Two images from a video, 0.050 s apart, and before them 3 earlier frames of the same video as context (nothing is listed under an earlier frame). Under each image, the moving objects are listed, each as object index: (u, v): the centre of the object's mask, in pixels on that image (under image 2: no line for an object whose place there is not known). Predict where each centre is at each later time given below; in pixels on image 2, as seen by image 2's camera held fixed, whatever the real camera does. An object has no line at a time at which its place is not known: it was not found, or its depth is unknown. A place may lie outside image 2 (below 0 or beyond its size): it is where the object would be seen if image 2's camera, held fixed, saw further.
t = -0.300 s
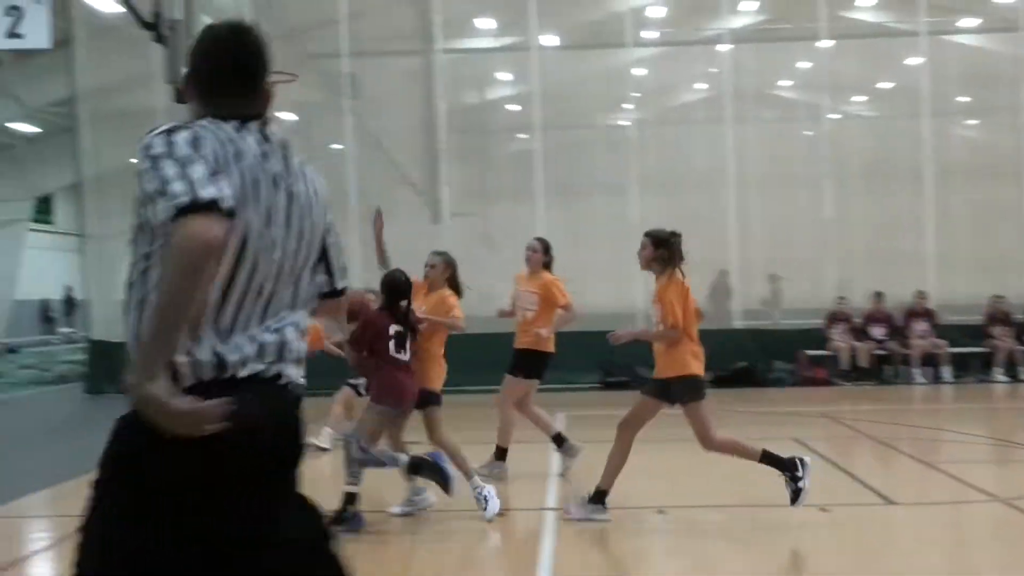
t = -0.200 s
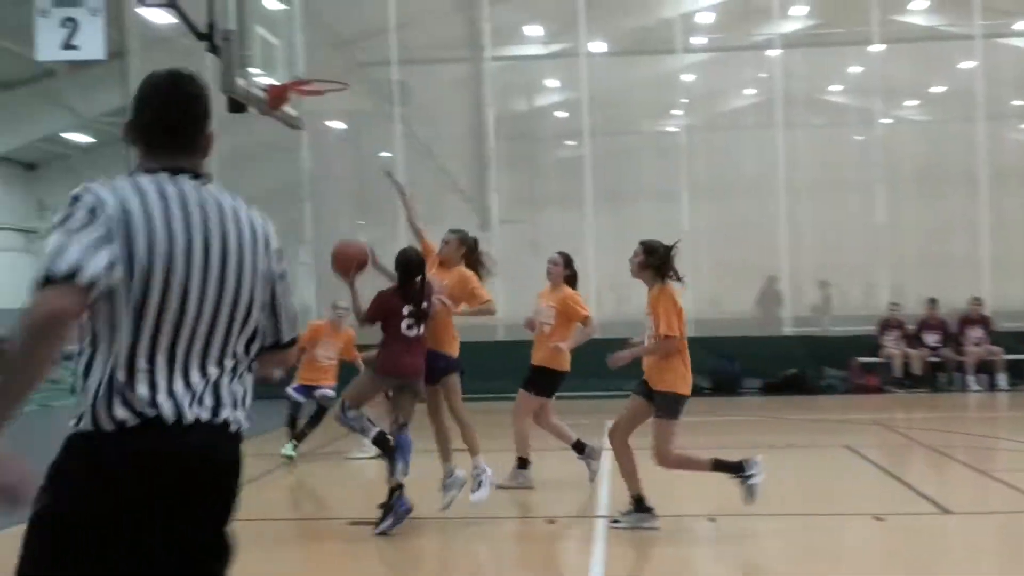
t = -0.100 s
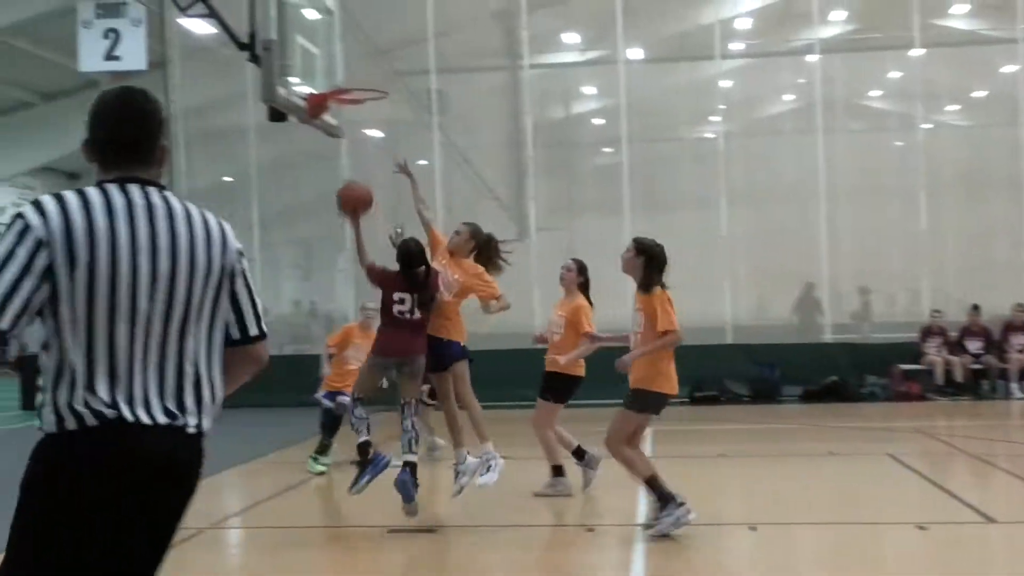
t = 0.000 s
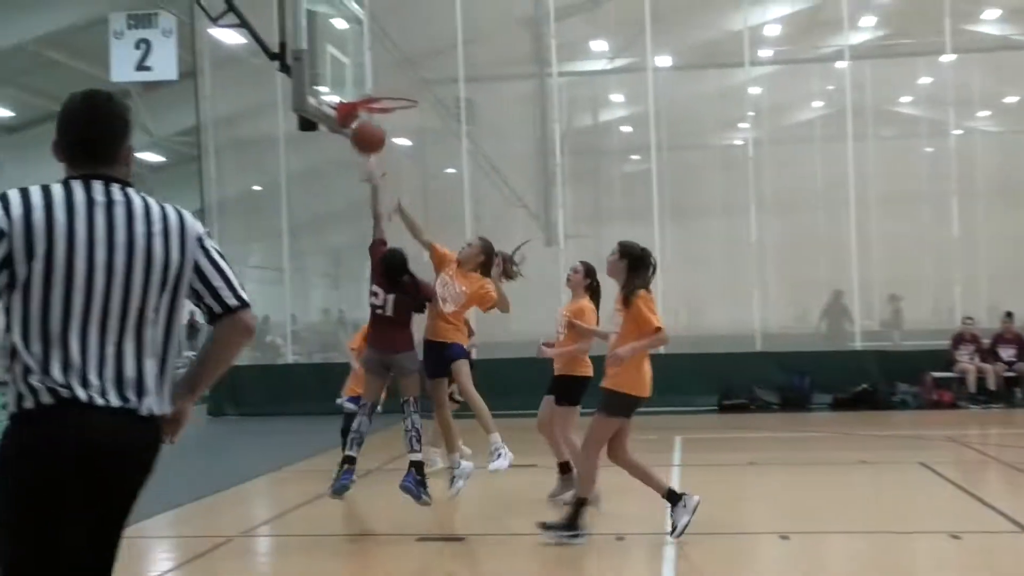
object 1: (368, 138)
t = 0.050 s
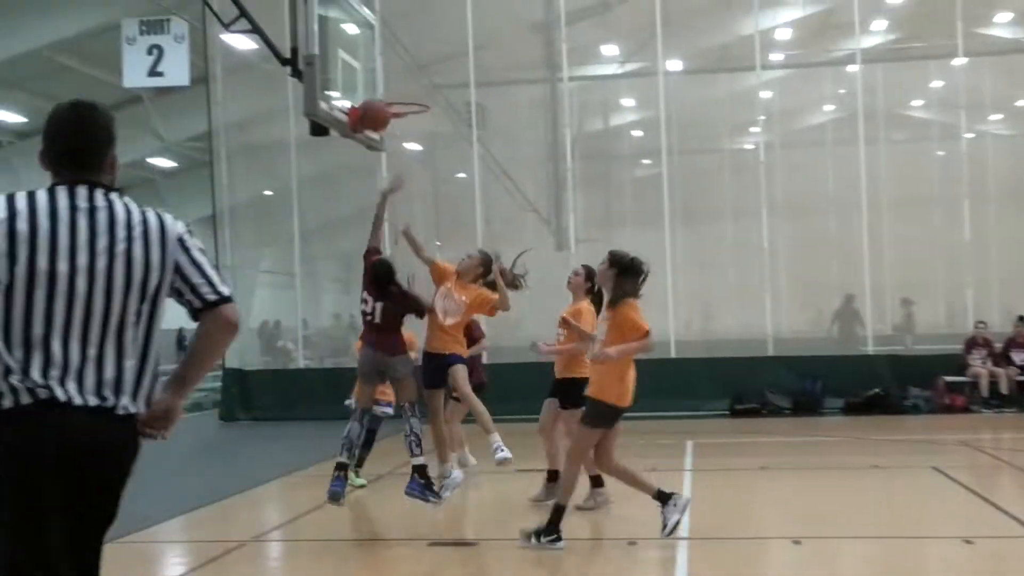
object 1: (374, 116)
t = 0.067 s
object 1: (372, 109)
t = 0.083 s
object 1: (369, 100)
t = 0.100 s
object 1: (367, 93)
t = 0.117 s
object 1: (365, 86)
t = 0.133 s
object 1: (362, 80)
